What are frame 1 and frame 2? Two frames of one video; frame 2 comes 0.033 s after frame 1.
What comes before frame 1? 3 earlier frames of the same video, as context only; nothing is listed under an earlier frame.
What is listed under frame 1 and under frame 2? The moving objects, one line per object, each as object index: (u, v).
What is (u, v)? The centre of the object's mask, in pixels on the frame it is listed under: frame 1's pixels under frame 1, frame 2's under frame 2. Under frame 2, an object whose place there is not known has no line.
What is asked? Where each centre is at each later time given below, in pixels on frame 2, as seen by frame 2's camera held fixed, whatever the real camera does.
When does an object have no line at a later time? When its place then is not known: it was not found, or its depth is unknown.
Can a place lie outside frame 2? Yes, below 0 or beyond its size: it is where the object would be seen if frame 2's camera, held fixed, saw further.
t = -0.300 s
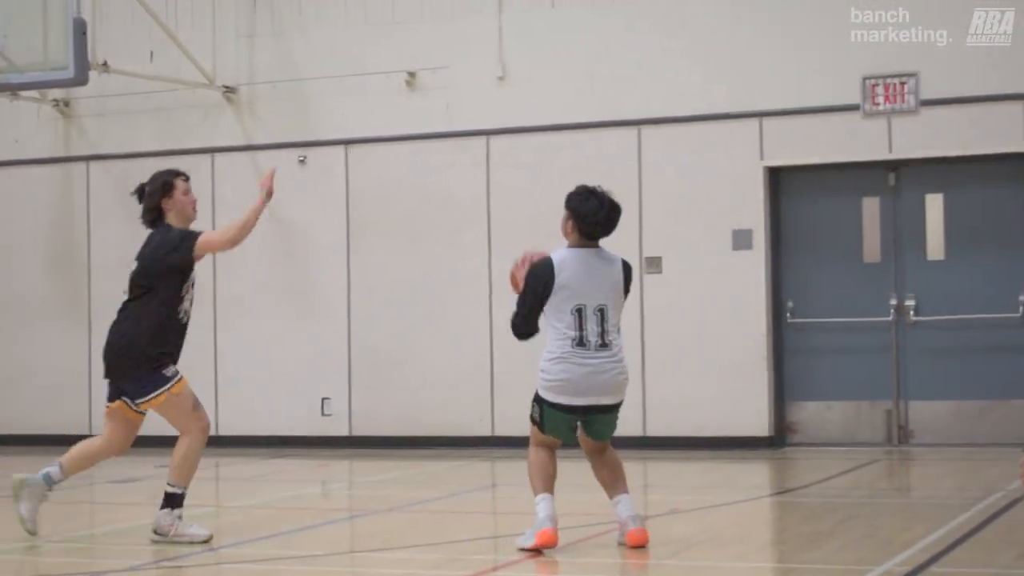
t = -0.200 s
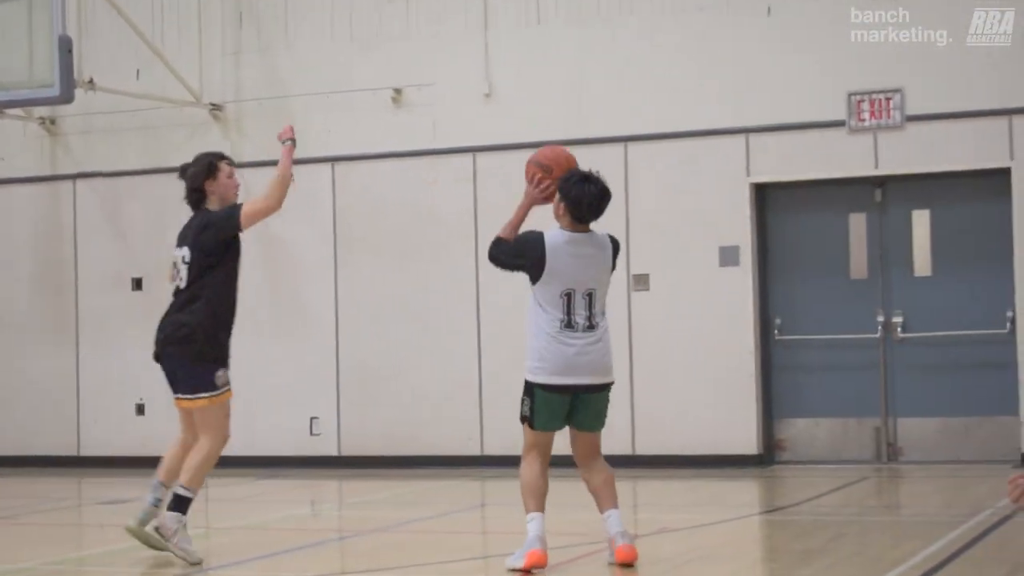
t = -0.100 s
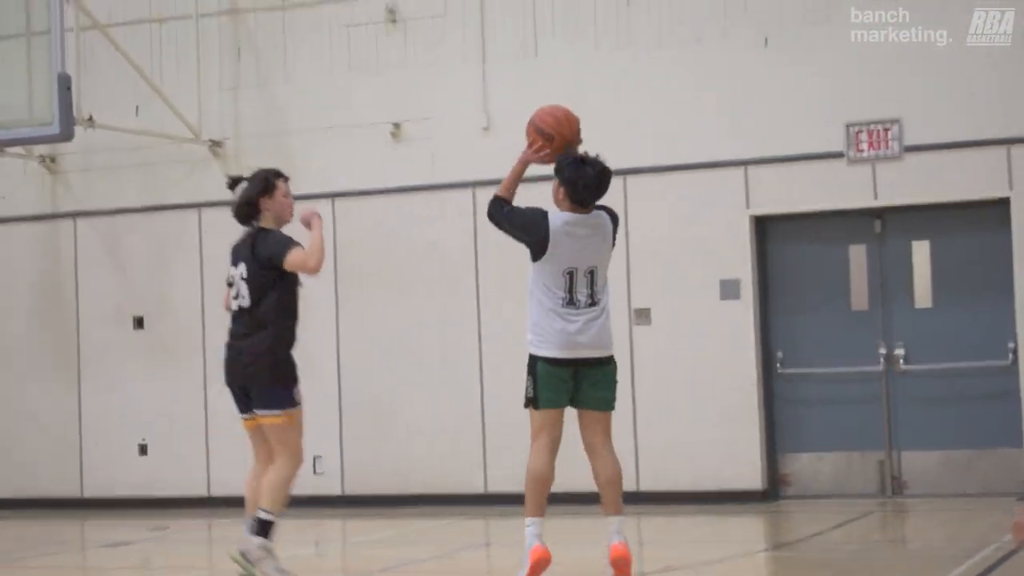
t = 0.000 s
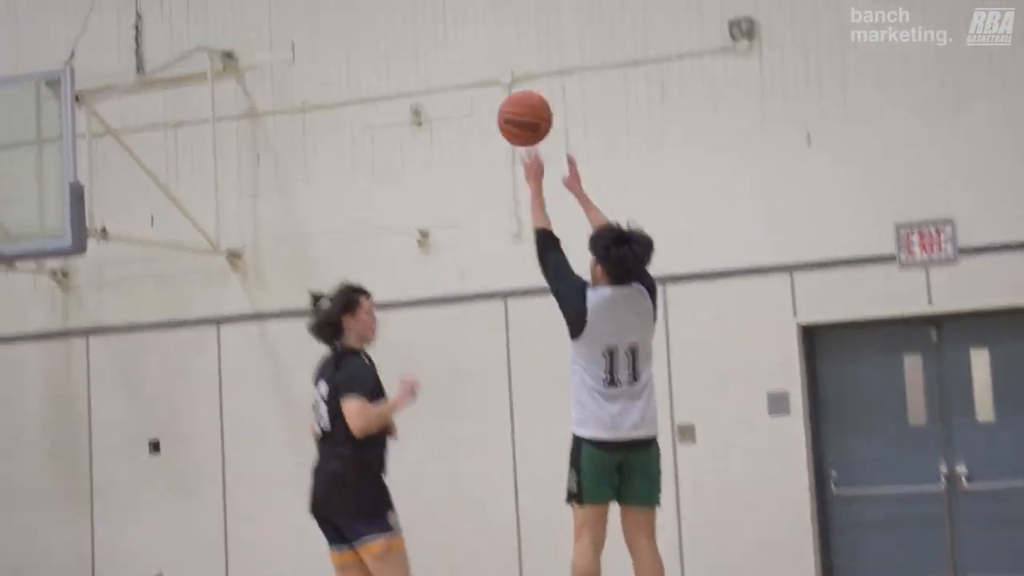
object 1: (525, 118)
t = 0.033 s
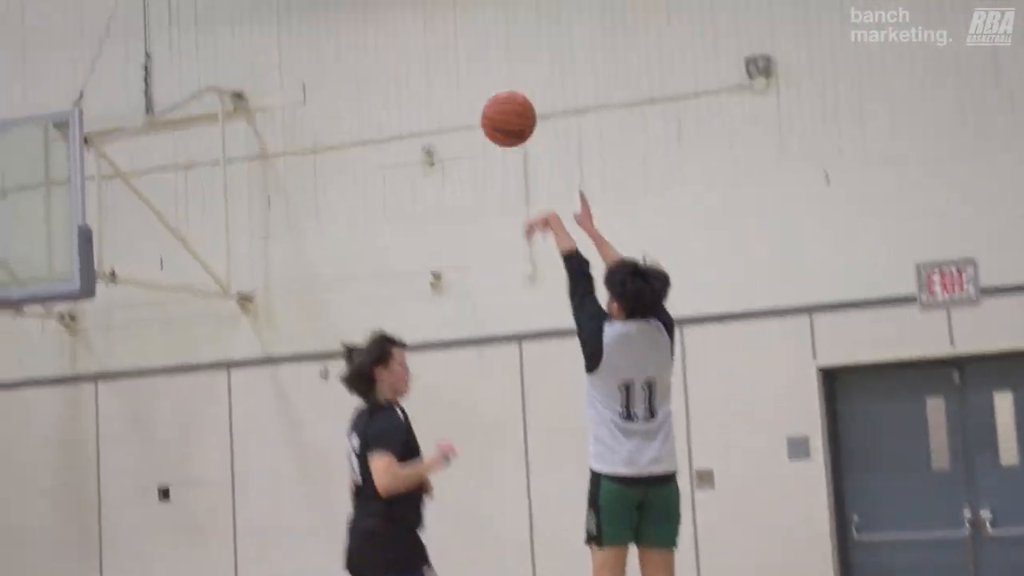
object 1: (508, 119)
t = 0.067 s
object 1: (477, 81)
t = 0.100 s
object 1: (450, 49)
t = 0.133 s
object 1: (423, 21)
